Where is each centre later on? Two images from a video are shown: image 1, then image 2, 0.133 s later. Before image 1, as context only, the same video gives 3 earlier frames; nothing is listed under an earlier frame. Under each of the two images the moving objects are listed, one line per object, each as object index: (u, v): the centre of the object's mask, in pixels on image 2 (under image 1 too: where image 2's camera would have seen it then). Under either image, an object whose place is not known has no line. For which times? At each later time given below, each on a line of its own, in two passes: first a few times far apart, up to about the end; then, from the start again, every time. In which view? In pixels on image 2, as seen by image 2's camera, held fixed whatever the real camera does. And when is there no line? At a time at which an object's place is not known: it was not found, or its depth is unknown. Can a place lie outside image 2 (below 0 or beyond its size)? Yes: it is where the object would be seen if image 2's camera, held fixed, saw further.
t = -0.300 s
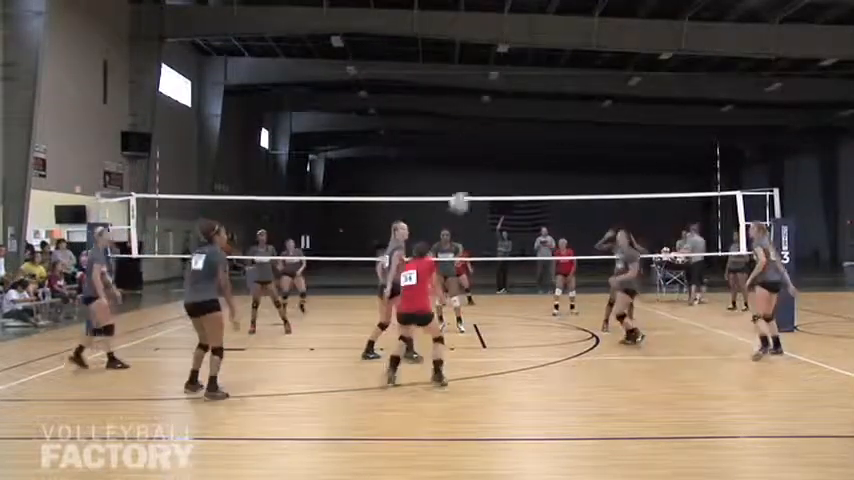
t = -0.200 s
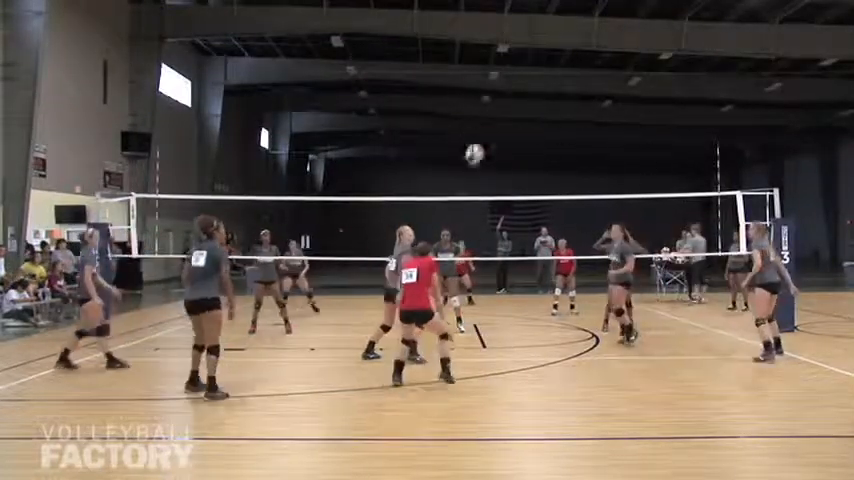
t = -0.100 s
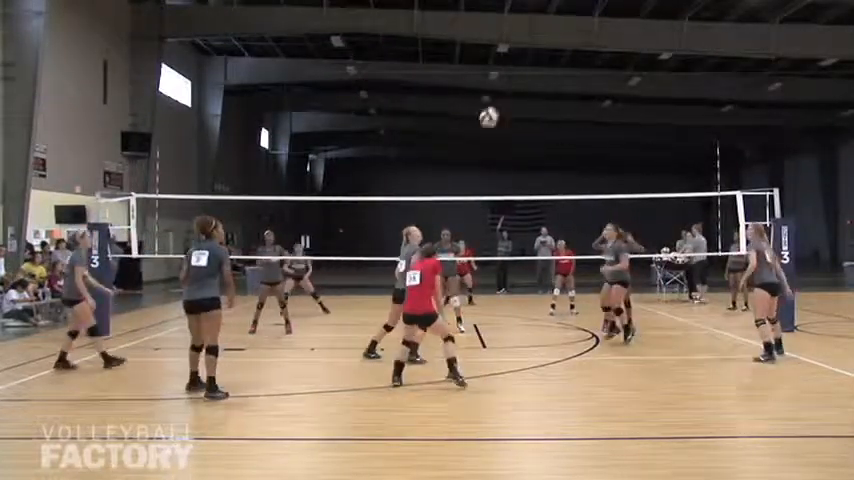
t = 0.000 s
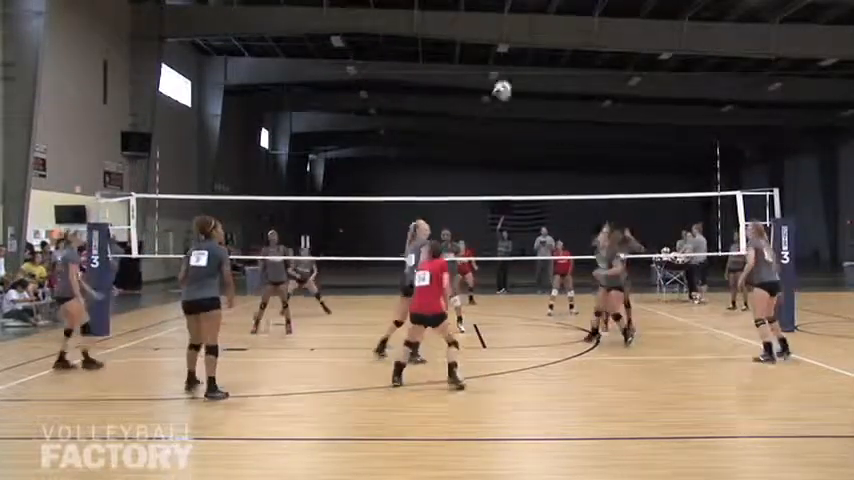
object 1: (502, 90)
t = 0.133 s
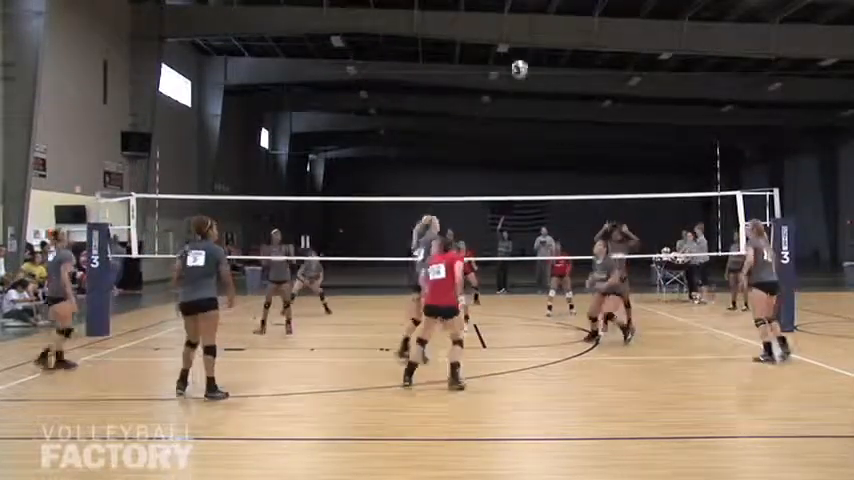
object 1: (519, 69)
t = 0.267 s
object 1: (535, 62)
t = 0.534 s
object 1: (565, 86)
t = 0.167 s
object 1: (523, 66)
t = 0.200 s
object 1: (527, 63)
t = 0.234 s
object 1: (531, 62)
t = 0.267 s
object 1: (535, 62)
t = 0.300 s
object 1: (538, 64)
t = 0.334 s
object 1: (542, 63)
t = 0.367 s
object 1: (547, 65)
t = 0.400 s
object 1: (550, 68)
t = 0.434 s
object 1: (554, 71)
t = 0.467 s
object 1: (558, 76)
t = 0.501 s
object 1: (562, 81)
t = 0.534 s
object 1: (565, 86)
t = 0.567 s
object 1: (568, 94)
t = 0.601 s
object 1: (572, 100)
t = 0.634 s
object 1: (576, 109)
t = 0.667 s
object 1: (579, 118)
